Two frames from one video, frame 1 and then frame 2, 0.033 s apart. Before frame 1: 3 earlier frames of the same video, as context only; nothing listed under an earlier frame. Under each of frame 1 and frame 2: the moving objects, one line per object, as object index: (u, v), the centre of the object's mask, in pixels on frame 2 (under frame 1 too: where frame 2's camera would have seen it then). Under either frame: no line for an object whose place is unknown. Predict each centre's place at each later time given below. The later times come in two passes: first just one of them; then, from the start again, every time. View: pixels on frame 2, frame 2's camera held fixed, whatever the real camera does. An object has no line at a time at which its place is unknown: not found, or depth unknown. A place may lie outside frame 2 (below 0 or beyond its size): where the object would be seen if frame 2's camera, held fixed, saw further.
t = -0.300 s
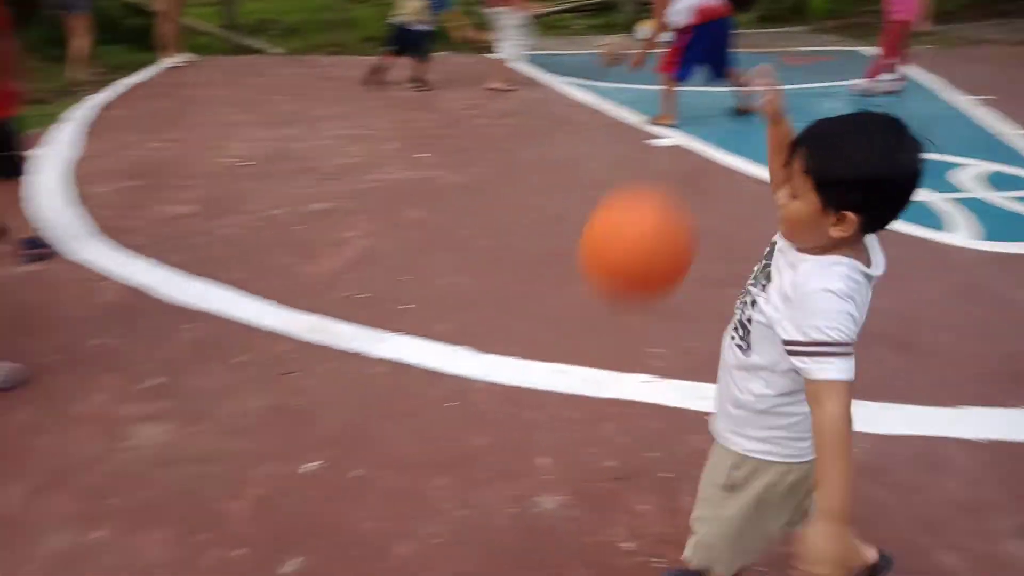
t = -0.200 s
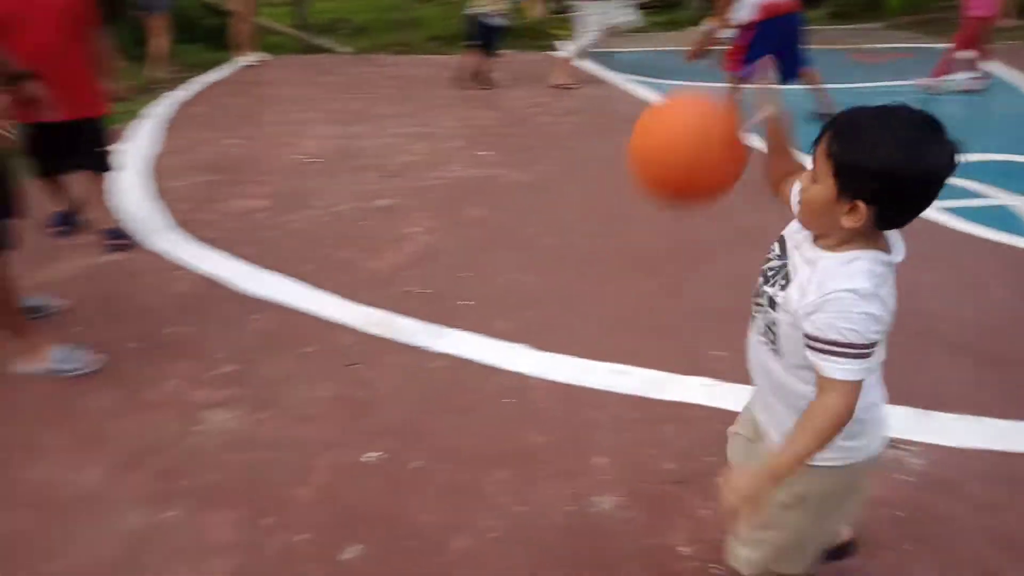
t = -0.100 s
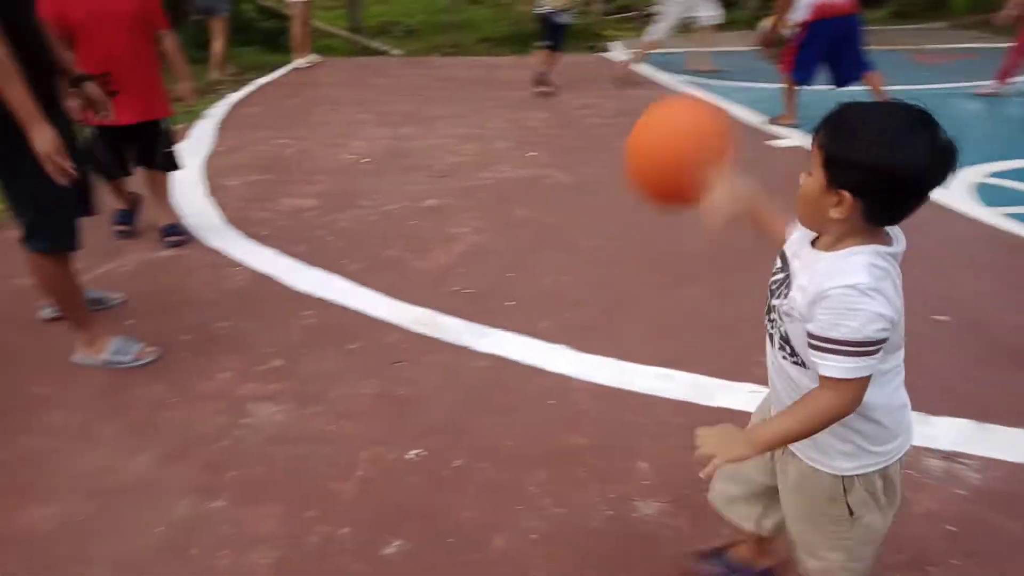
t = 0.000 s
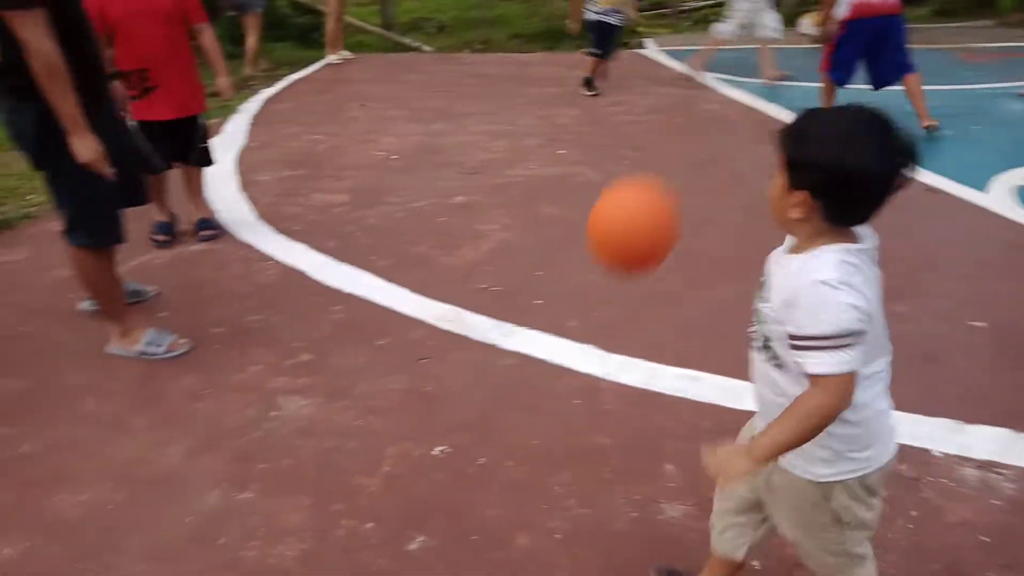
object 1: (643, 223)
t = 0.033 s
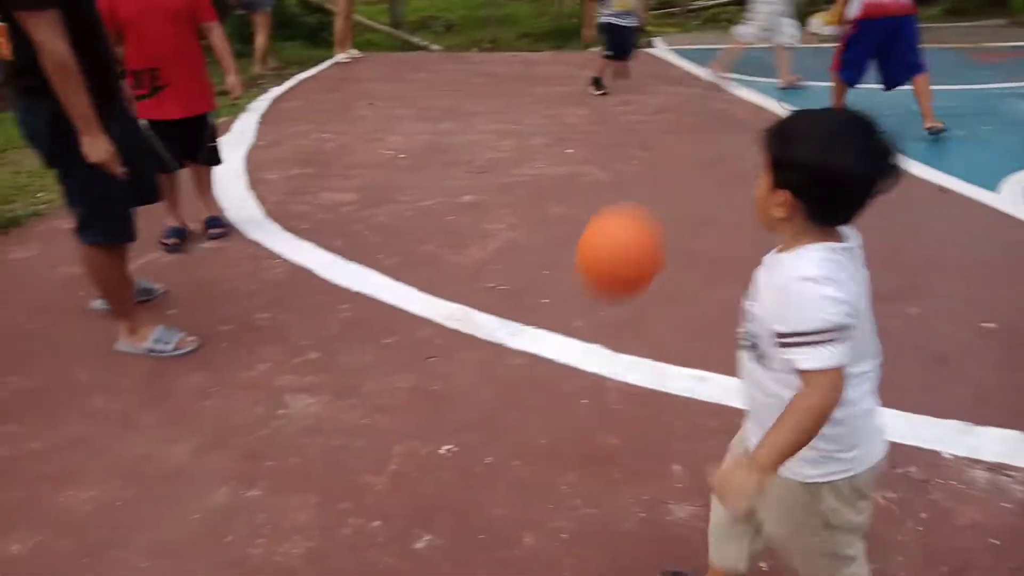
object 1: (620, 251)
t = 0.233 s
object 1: (558, 284)
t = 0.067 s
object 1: (600, 277)
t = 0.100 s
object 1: (583, 304)
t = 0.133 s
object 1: (566, 335)
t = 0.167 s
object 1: (559, 337)
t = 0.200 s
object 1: (559, 306)
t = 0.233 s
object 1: (558, 284)
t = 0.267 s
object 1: (557, 260)
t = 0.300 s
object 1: (555, 239)
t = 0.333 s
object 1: (554, 221)
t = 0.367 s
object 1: (553, 206)
